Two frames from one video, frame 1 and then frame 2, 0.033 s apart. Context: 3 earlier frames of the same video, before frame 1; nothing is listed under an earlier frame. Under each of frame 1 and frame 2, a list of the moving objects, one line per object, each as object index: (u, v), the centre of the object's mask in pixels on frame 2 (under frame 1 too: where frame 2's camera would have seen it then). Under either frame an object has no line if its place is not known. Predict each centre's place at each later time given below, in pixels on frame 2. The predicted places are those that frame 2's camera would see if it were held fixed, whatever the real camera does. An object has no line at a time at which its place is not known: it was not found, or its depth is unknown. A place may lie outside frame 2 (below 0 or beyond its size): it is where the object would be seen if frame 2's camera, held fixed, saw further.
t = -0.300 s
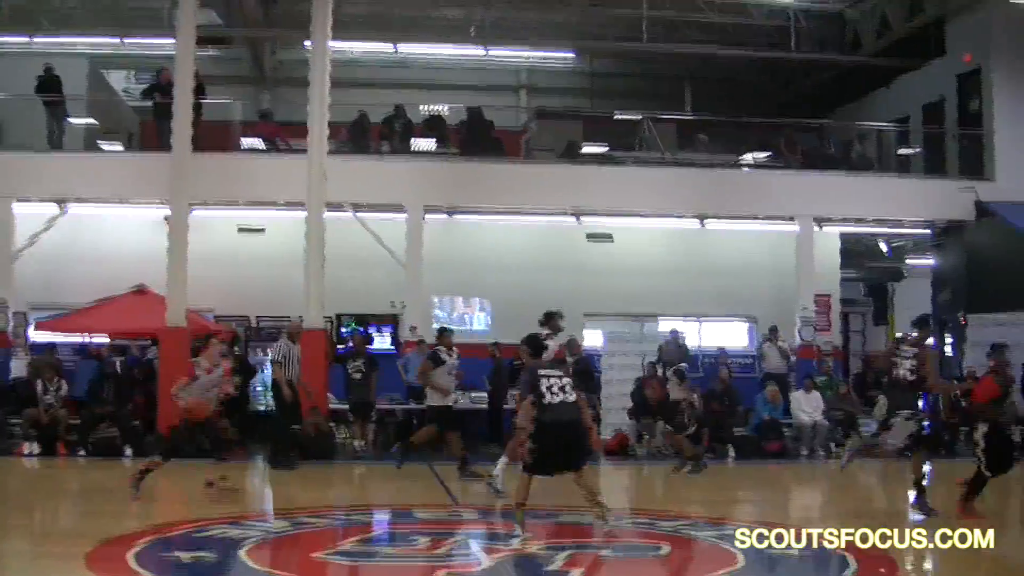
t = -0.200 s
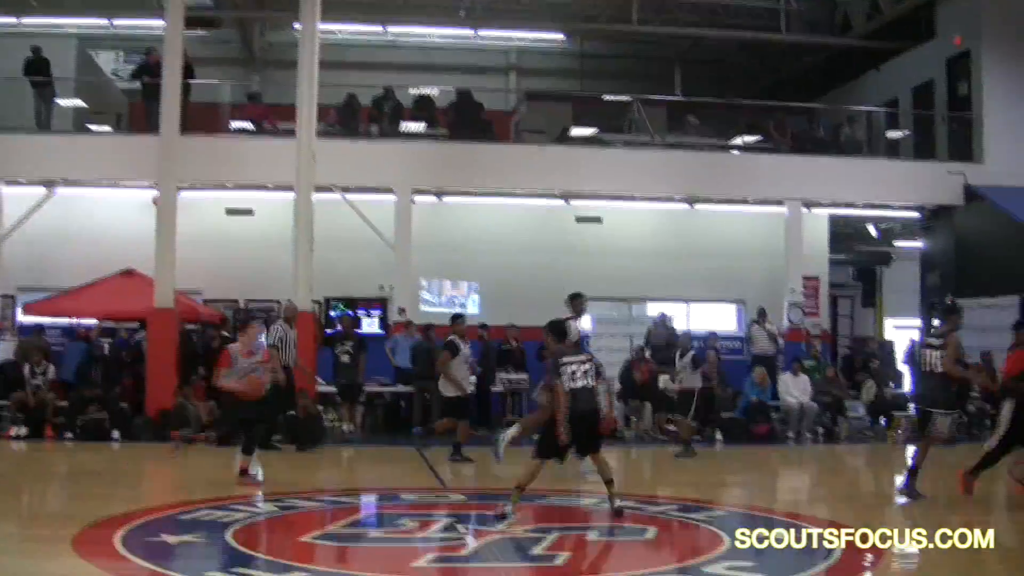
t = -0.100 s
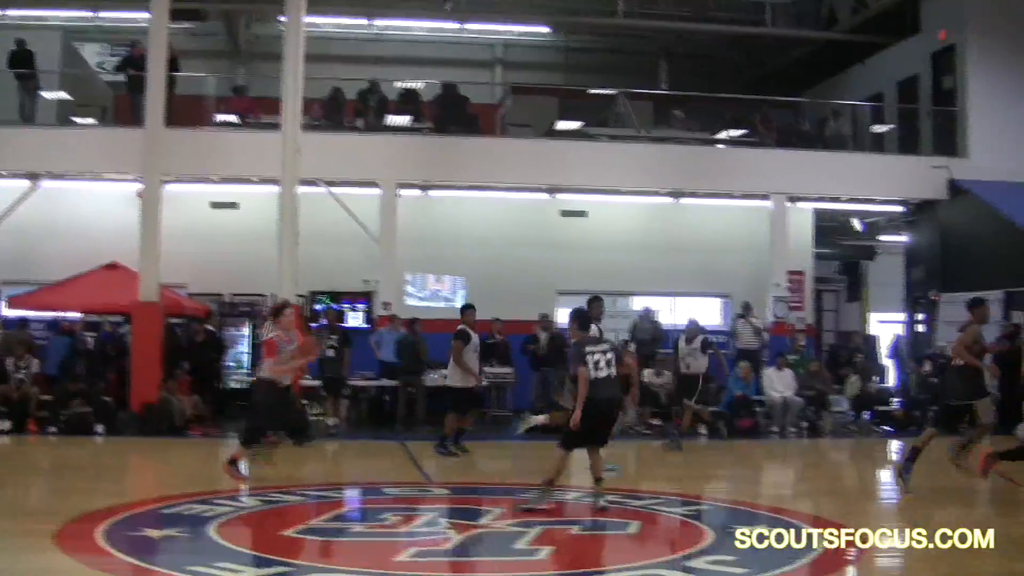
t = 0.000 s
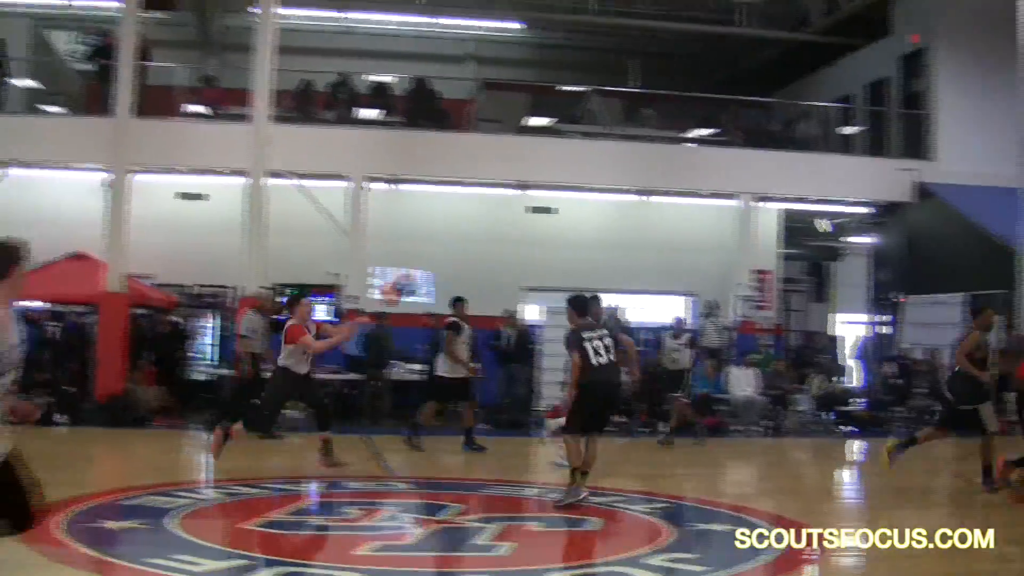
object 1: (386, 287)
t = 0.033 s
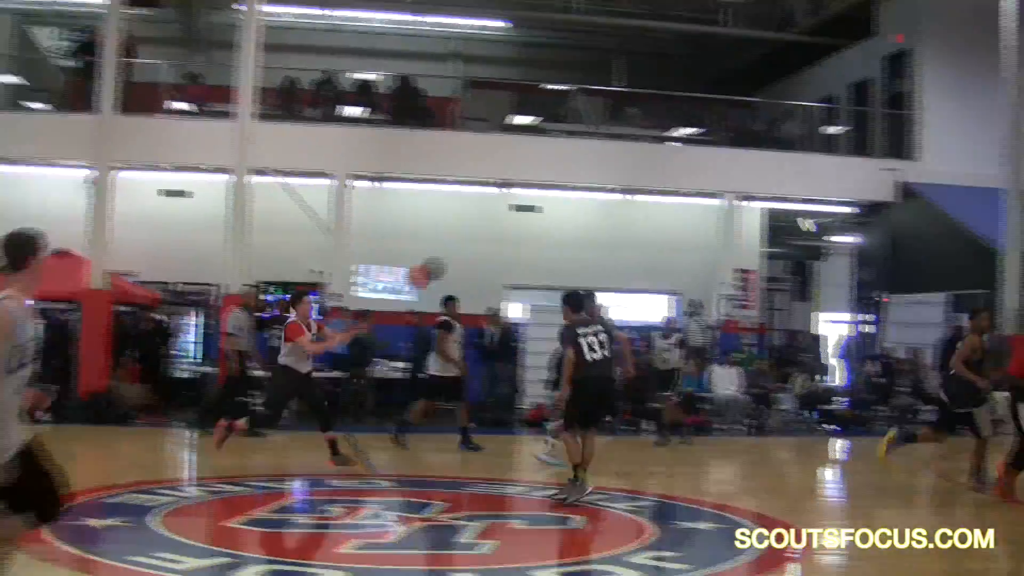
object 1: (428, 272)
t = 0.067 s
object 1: (469, 259)
